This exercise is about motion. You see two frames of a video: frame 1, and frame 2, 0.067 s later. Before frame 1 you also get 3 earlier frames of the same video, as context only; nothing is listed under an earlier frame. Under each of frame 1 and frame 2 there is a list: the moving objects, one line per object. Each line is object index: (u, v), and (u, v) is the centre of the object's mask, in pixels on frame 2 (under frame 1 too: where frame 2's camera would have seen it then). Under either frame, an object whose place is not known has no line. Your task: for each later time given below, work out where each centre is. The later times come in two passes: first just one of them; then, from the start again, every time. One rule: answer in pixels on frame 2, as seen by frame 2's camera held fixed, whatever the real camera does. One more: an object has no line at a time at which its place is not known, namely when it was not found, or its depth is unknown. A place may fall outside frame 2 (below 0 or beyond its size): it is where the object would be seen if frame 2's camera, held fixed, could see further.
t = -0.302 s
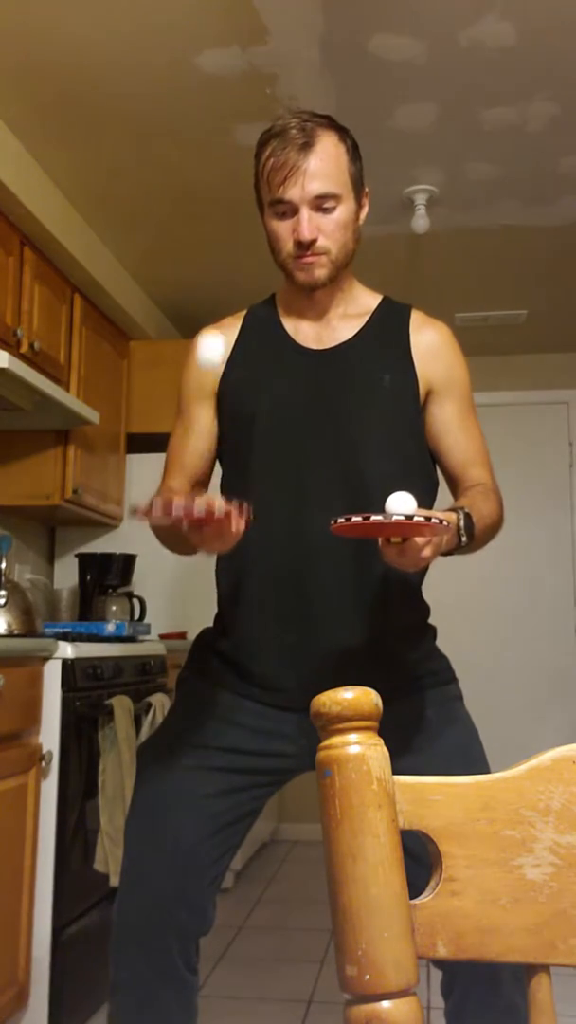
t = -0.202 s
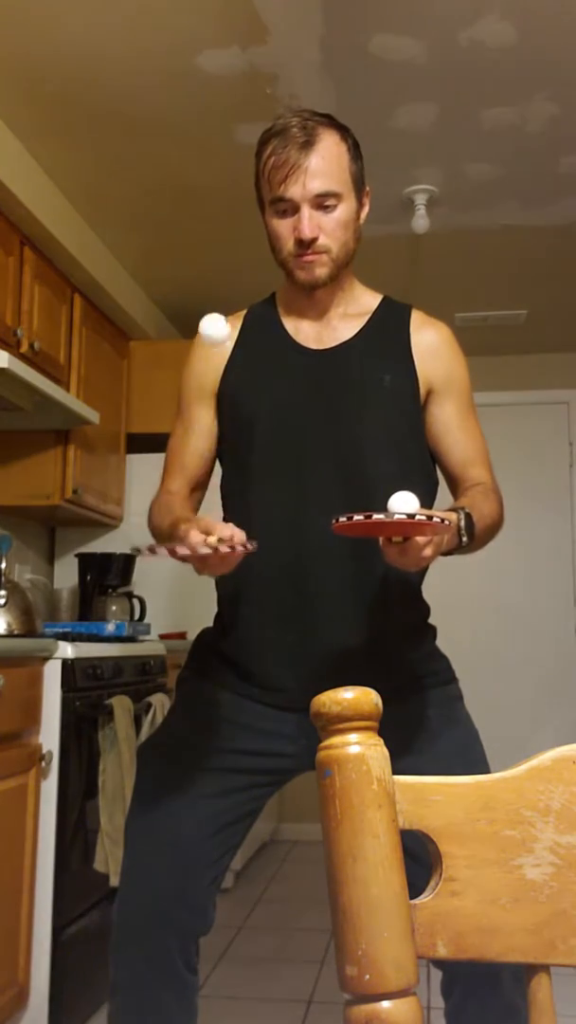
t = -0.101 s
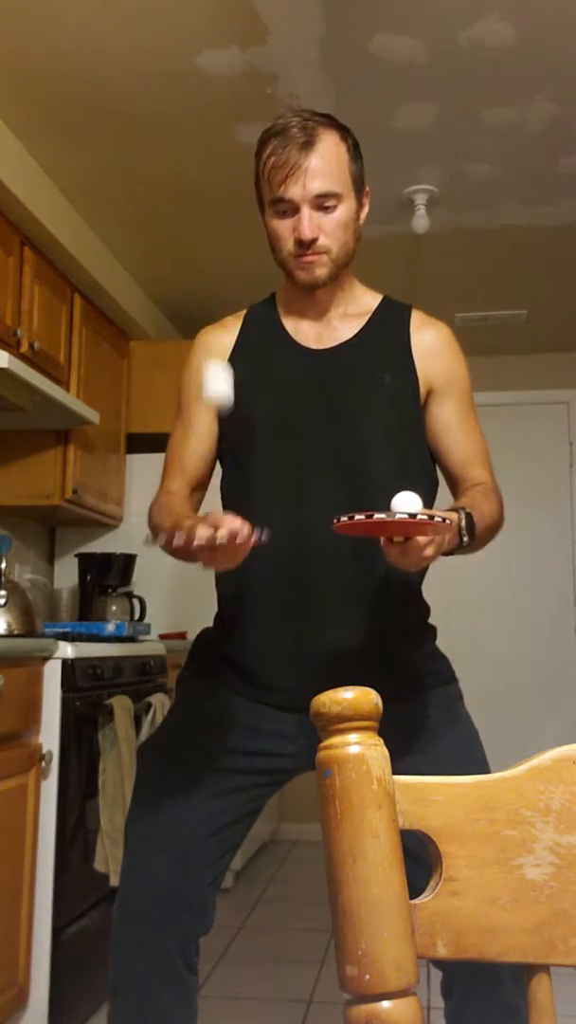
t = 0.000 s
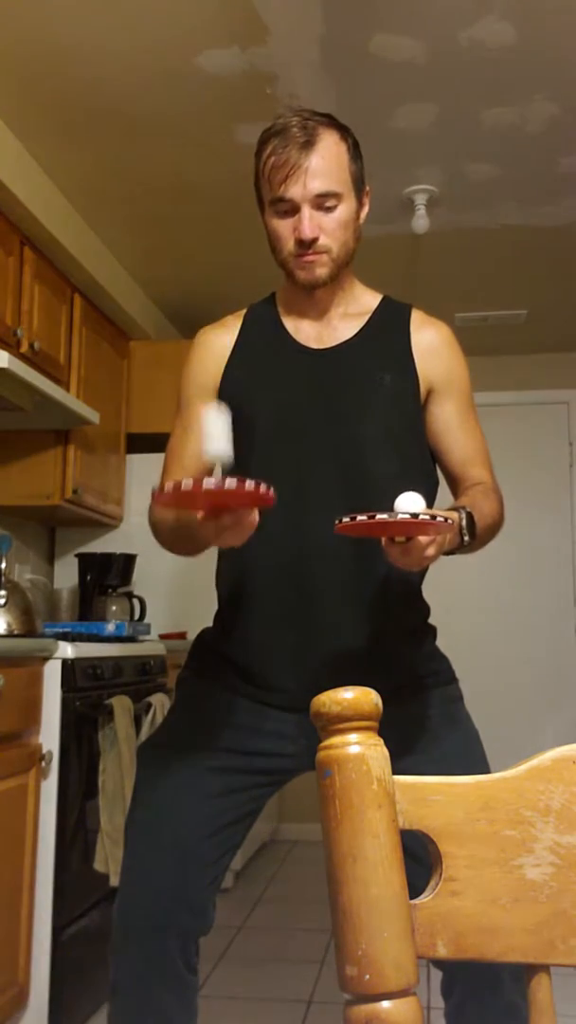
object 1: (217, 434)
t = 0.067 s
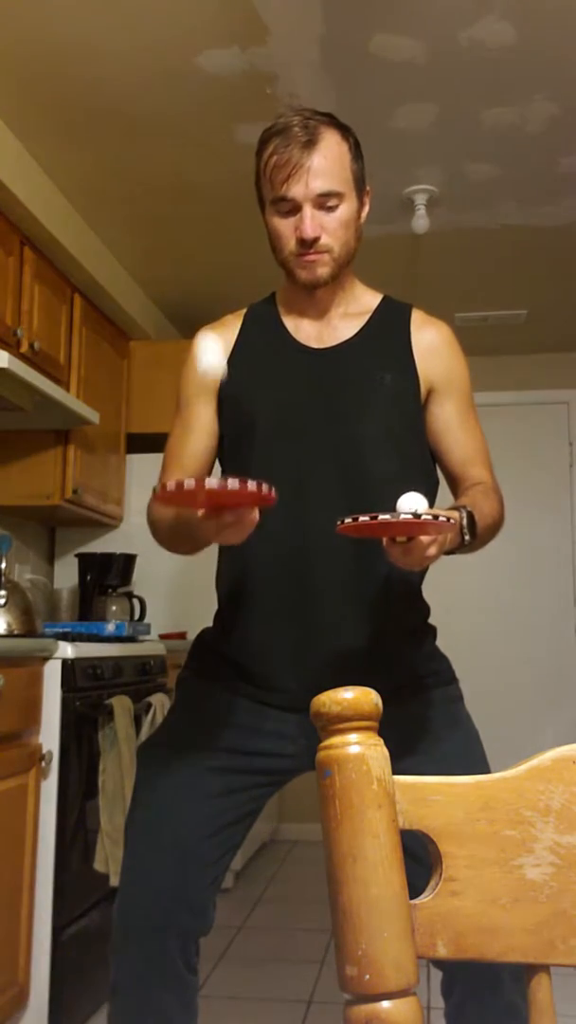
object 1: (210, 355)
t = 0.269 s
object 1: (192, 332)
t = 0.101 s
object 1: (206, 328)
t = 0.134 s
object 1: (203, 314)
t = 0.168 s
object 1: (201, 307)
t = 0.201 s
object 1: (198, 308)
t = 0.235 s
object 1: (195, 316)
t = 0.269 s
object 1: (192, 332)
